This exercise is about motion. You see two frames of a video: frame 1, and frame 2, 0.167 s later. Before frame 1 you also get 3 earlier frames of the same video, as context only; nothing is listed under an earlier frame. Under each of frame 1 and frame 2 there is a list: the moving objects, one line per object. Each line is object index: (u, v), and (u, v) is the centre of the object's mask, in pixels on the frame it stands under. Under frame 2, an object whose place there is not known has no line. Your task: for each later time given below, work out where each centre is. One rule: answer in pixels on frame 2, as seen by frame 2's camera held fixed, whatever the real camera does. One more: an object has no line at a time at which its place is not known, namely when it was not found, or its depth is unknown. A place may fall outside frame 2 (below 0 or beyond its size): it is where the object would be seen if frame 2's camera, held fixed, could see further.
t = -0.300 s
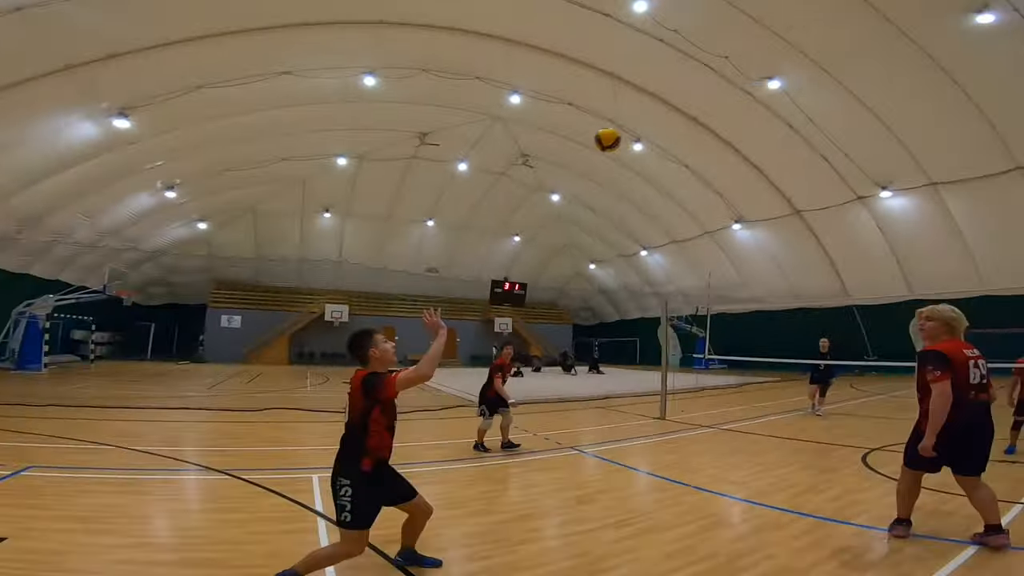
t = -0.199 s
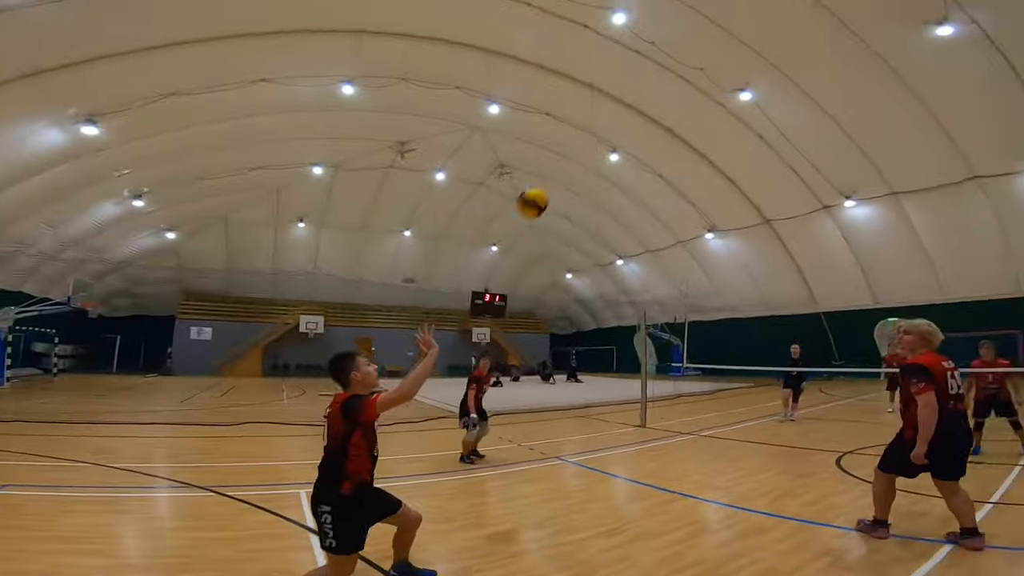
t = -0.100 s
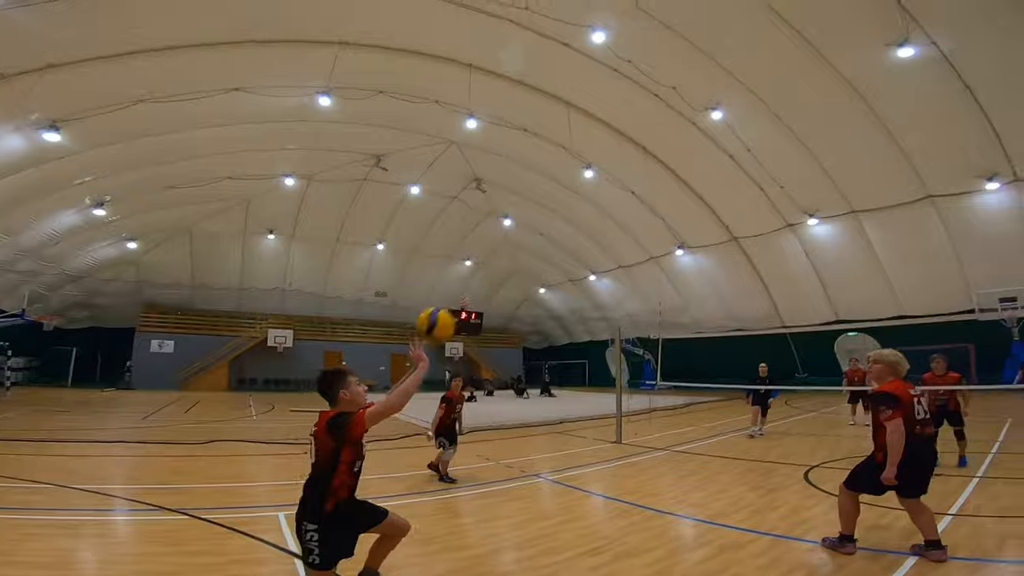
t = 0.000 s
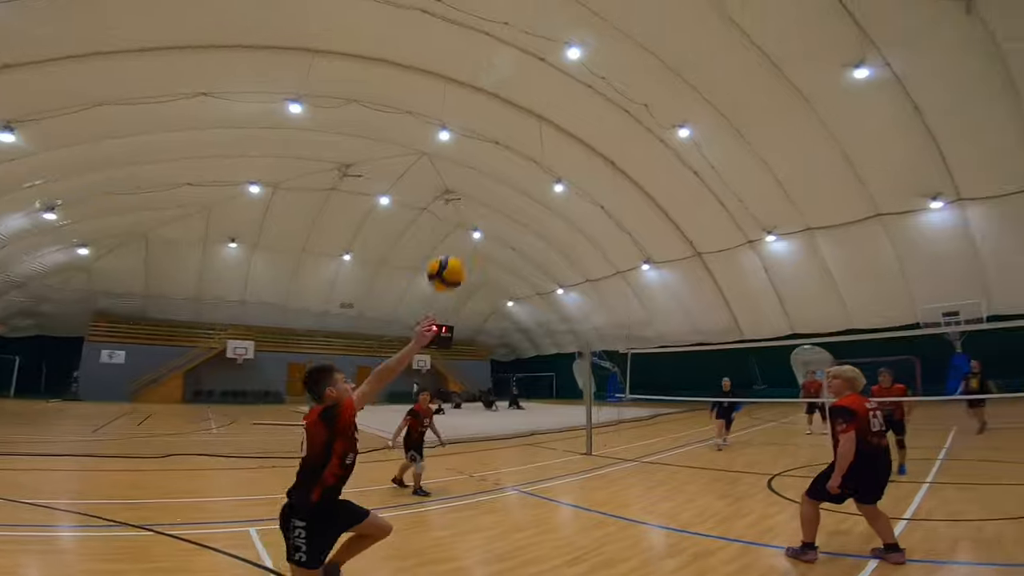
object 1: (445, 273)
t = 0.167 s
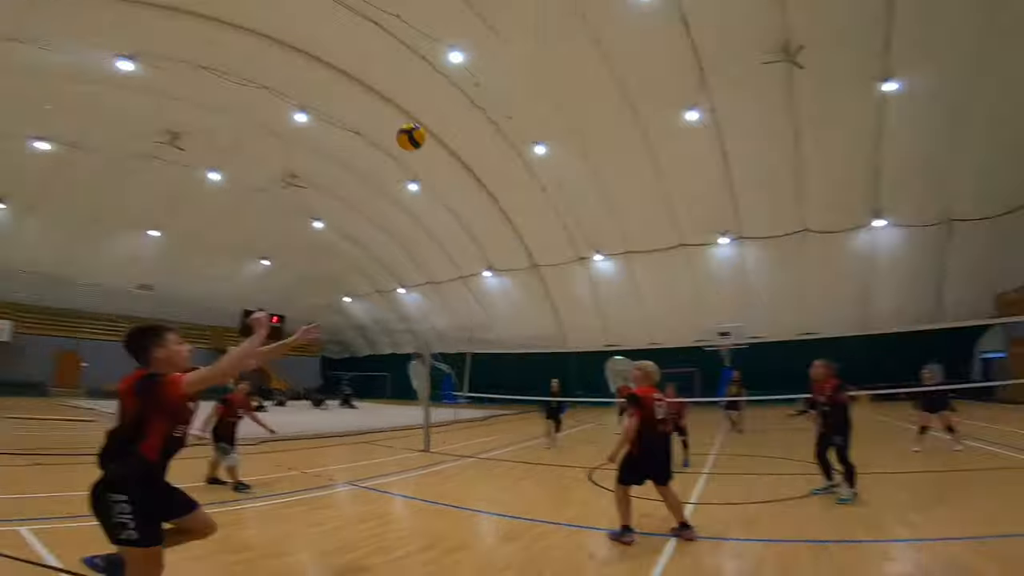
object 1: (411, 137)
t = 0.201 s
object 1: (429, 125)
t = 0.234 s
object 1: (447, 117)
